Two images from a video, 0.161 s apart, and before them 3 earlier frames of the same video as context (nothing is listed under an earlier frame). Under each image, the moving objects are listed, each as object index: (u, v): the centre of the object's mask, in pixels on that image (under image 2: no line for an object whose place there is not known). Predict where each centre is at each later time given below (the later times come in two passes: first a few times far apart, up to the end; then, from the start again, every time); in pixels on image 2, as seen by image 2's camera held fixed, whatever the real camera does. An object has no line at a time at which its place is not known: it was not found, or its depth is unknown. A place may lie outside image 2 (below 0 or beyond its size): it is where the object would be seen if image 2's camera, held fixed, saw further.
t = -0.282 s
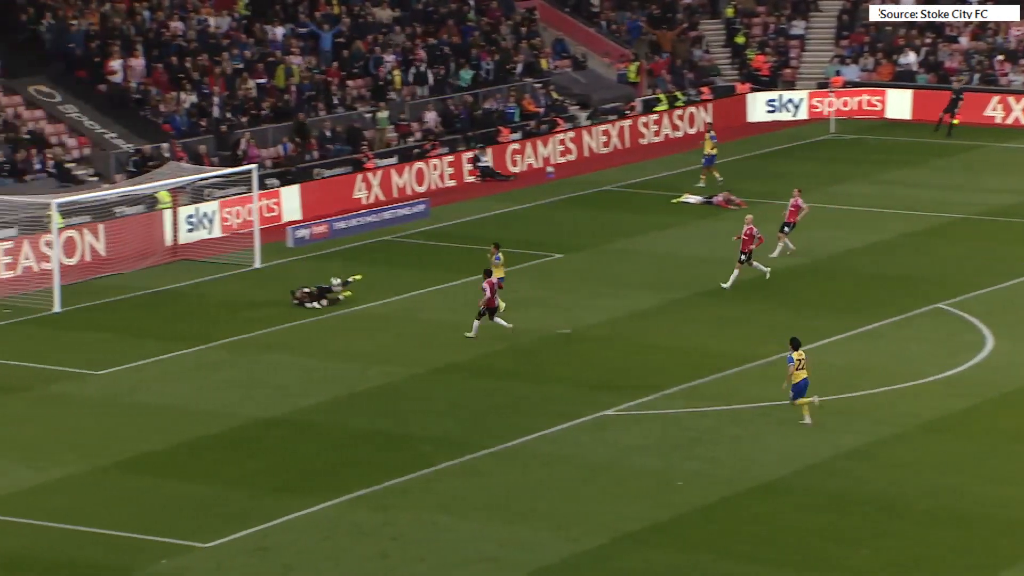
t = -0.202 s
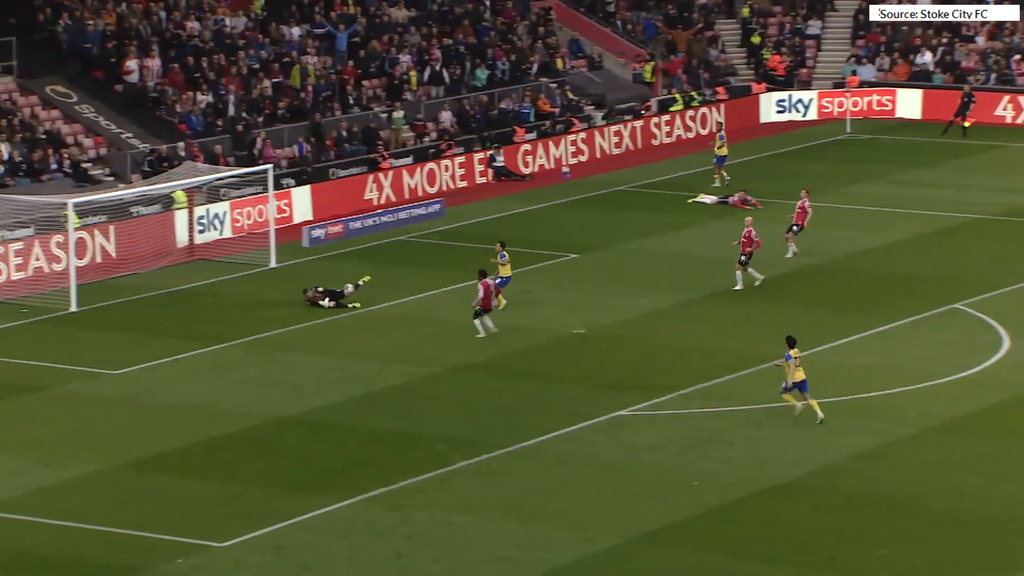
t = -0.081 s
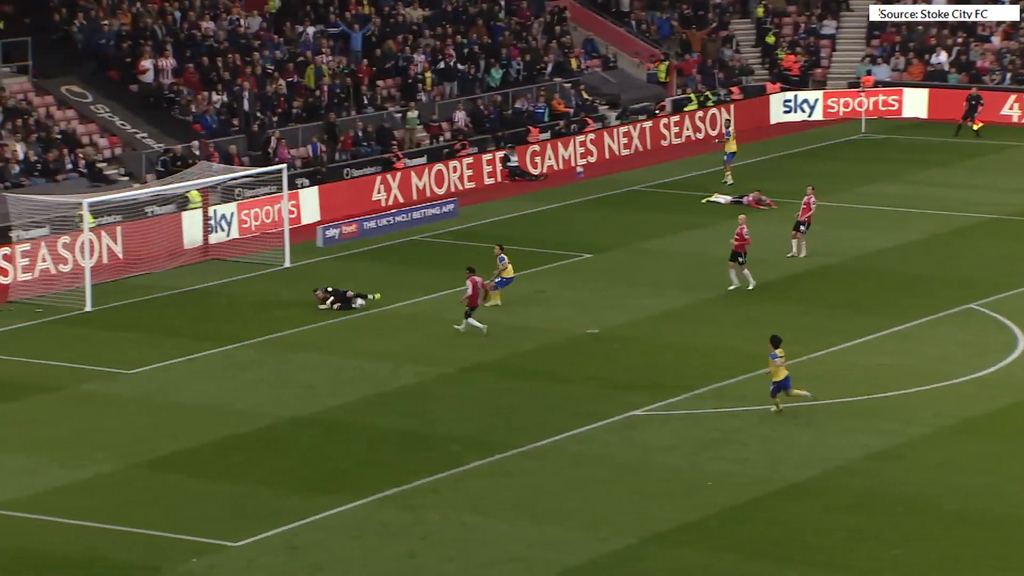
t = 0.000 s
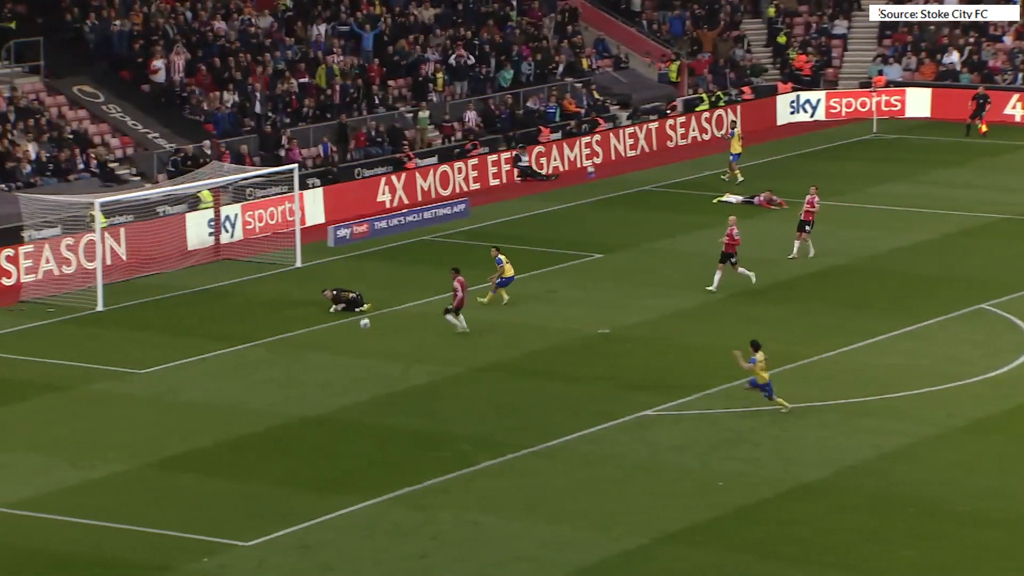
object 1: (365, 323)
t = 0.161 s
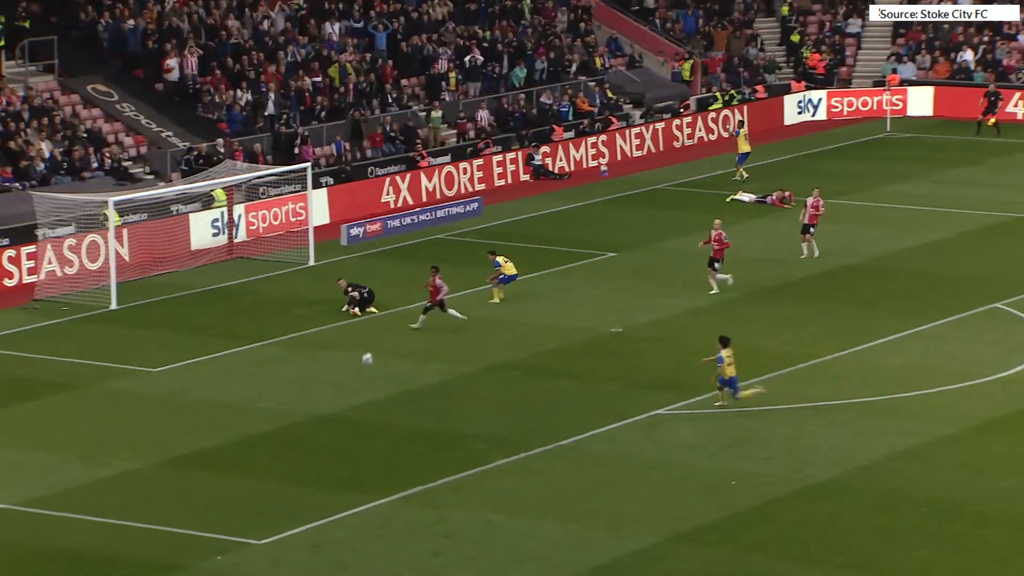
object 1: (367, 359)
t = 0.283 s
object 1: (357, 381)
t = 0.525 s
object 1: (332, 393)
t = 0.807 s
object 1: (296, 439)
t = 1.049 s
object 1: (263, 454)
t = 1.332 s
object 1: (218, 482)
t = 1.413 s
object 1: (203, 491)
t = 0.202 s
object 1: (364, 370)
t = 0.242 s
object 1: (361, 381)
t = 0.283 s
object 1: (357, 381)
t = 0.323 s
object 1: (353, 381)
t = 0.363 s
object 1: (349, 382)
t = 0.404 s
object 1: (345, 383)
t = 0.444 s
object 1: (341, 386)
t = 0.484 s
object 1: (337, 388)
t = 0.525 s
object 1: (332, 393)
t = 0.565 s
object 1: (327, 397)
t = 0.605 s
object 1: (322, 402)
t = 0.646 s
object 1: (318, 409)
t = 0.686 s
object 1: (312, 416)
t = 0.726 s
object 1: (307, 424)
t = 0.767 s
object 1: (301, 433)
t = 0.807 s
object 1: (296, 439)
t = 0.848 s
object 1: (290, 439)
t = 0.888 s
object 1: (285, 441)
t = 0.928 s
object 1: (279, 442)
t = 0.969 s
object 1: (273, 445)
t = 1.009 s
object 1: (268, 449)
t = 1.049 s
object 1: (263, 454)
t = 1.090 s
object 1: (256, 460)
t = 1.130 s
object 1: (250, 466)
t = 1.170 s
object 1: (243, 474)
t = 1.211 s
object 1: (237, 476)
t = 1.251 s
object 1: (231, 477)
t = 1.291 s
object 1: (224, 479)
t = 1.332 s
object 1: (218, 482)
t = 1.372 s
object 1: (211, 486)
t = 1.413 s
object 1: (203, 491)
